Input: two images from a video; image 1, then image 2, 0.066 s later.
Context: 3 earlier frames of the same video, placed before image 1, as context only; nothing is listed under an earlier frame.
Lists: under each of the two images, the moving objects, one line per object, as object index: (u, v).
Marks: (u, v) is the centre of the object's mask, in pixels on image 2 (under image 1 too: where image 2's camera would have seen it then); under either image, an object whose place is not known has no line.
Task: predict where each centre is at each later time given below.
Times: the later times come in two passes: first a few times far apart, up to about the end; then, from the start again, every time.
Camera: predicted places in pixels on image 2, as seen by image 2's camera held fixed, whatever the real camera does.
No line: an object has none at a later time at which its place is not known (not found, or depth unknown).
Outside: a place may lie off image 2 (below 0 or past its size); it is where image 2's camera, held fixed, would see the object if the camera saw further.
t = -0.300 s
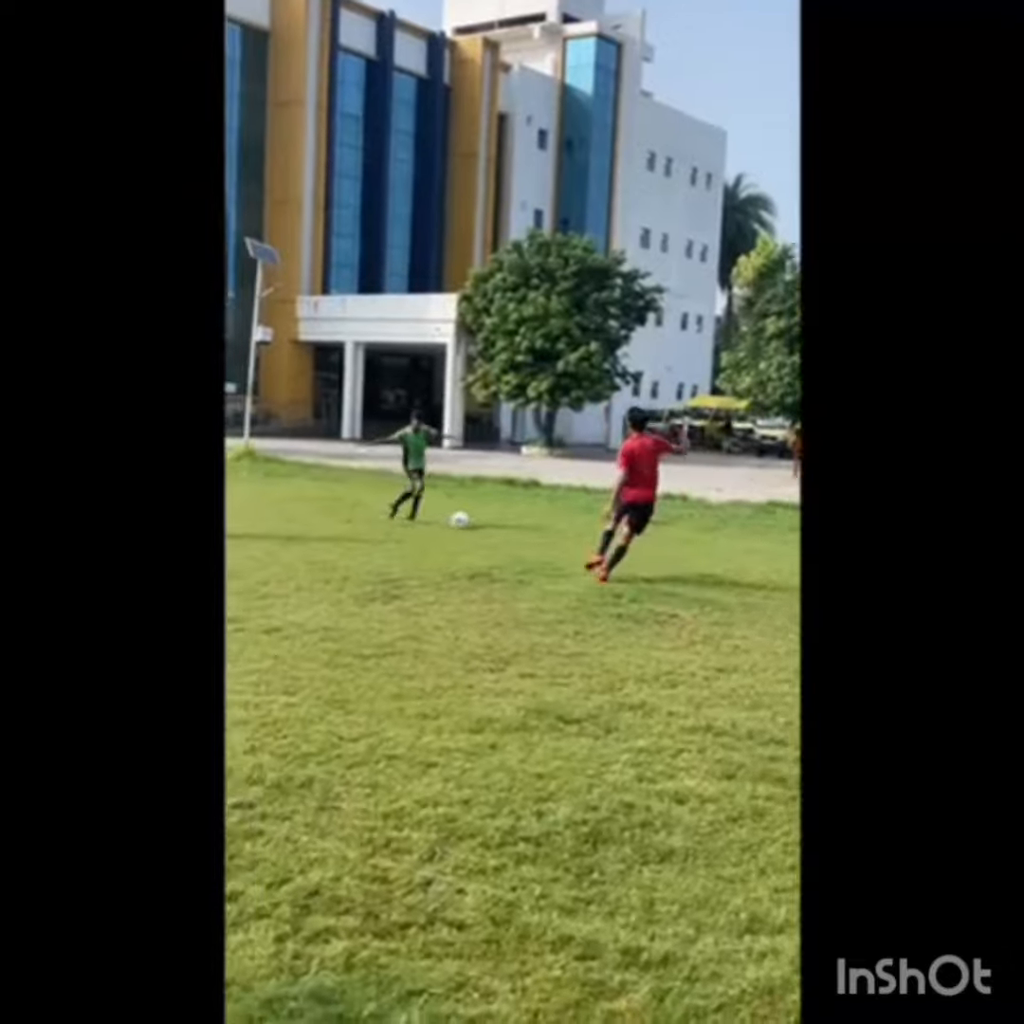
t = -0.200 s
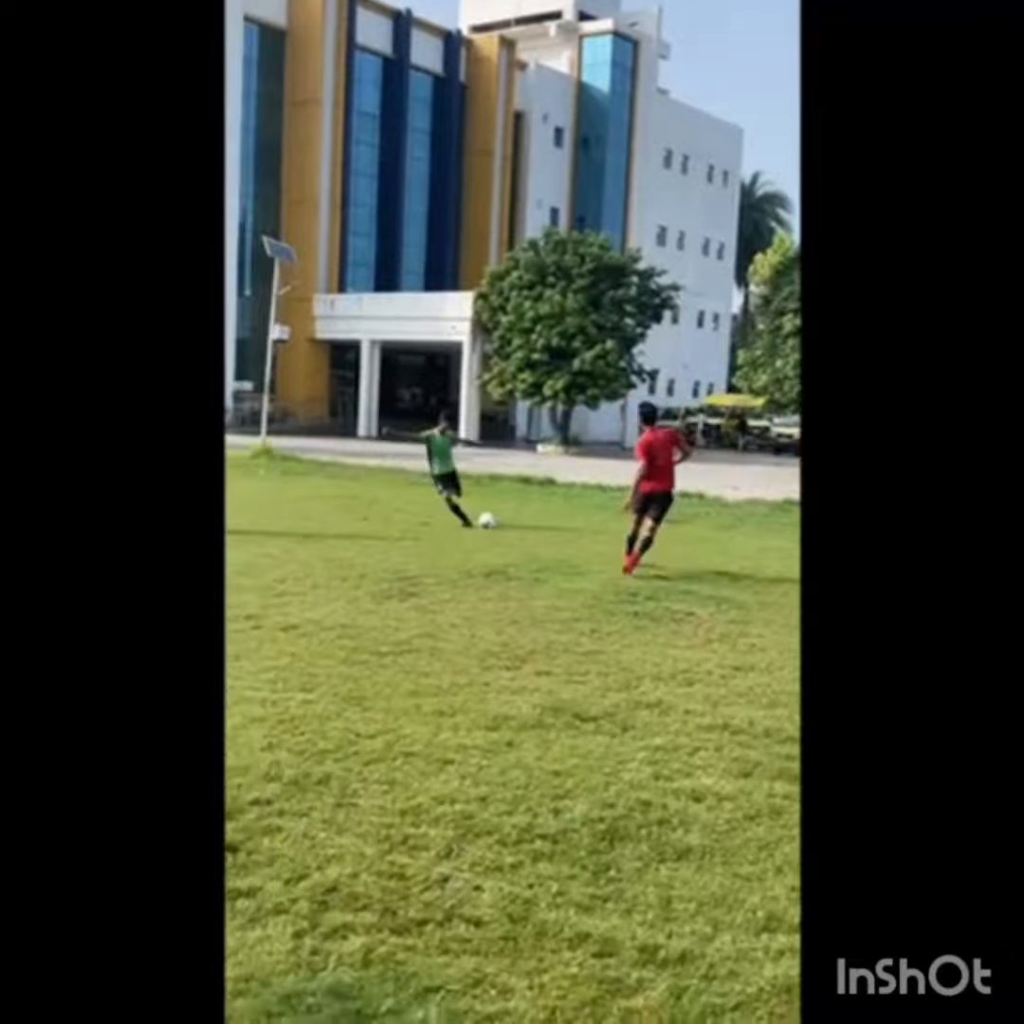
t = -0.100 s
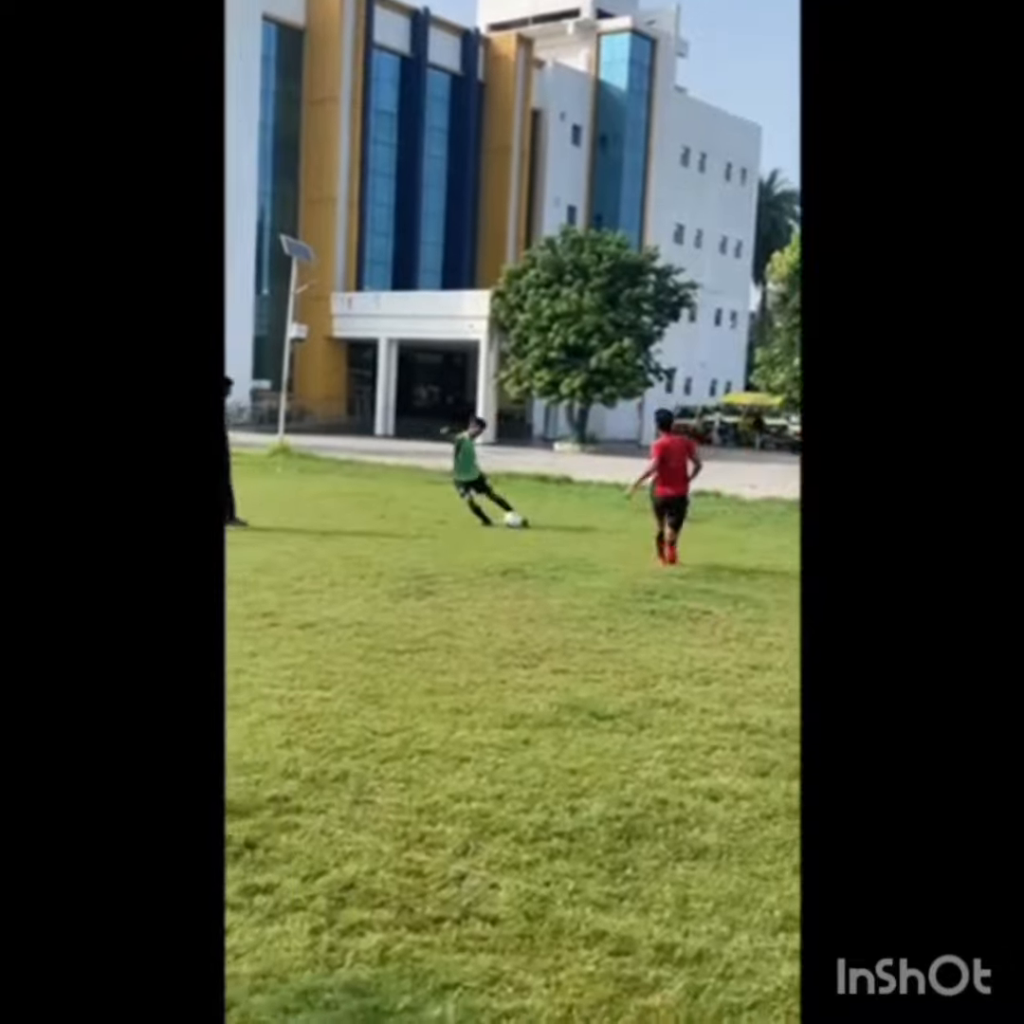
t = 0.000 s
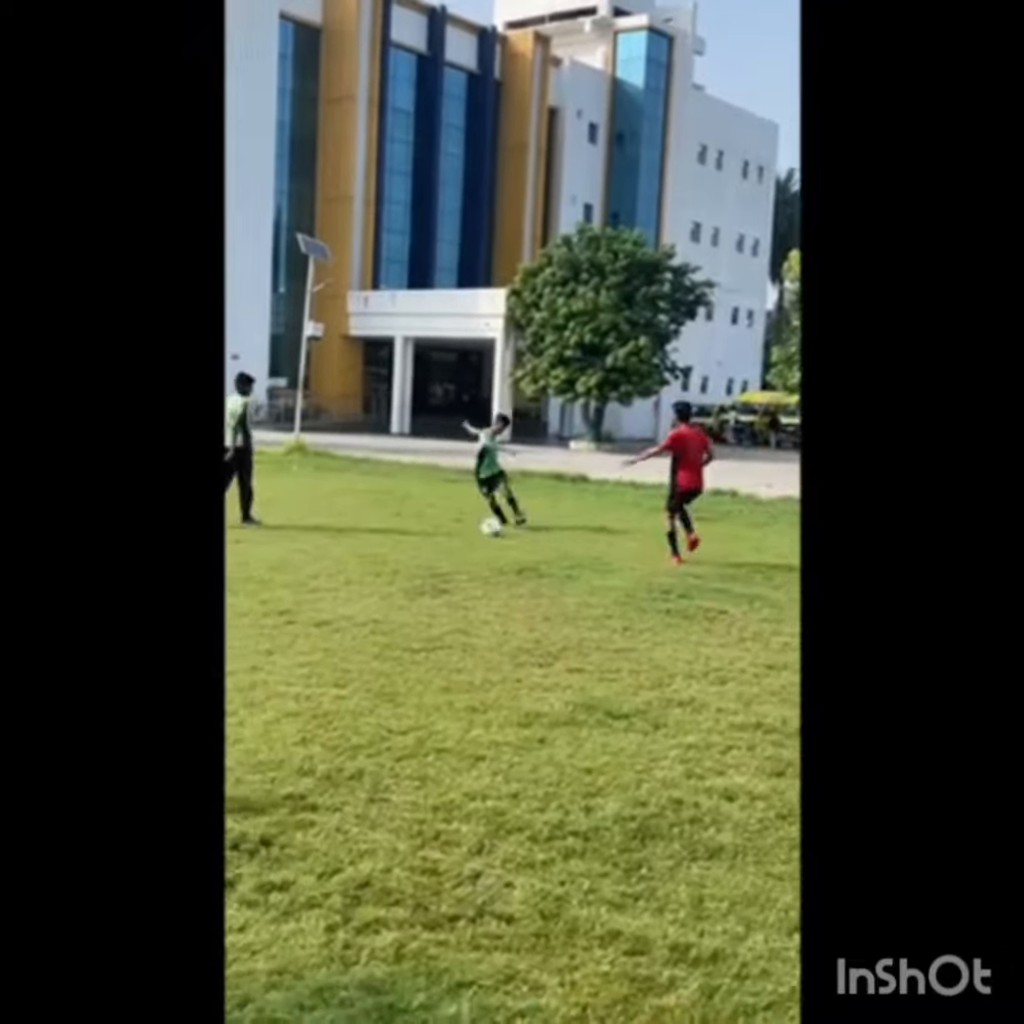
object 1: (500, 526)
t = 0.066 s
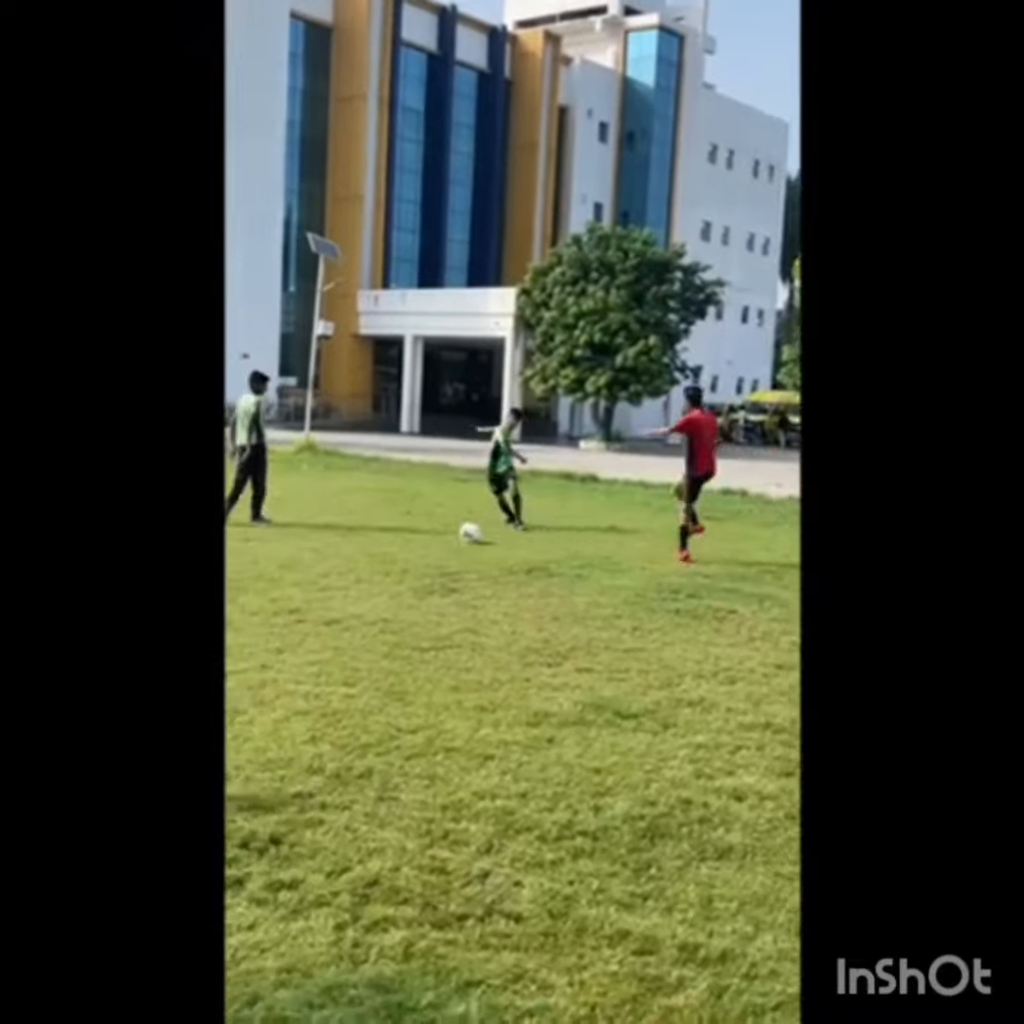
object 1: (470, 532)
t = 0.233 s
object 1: (379, 552)
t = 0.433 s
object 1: (231, 592)
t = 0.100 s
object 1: (453, 537)
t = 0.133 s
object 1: (436, 541)
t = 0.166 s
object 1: (417, 545)
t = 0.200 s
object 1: (398, 549)
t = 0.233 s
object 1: (379, 552)
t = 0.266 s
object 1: (358, 556)
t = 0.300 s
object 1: (335, 563)
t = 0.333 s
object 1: (310, 571)
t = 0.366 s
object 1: (285, 580)
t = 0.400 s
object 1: (258, 585)
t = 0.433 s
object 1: (231, 592)
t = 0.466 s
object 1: (202, 598)
